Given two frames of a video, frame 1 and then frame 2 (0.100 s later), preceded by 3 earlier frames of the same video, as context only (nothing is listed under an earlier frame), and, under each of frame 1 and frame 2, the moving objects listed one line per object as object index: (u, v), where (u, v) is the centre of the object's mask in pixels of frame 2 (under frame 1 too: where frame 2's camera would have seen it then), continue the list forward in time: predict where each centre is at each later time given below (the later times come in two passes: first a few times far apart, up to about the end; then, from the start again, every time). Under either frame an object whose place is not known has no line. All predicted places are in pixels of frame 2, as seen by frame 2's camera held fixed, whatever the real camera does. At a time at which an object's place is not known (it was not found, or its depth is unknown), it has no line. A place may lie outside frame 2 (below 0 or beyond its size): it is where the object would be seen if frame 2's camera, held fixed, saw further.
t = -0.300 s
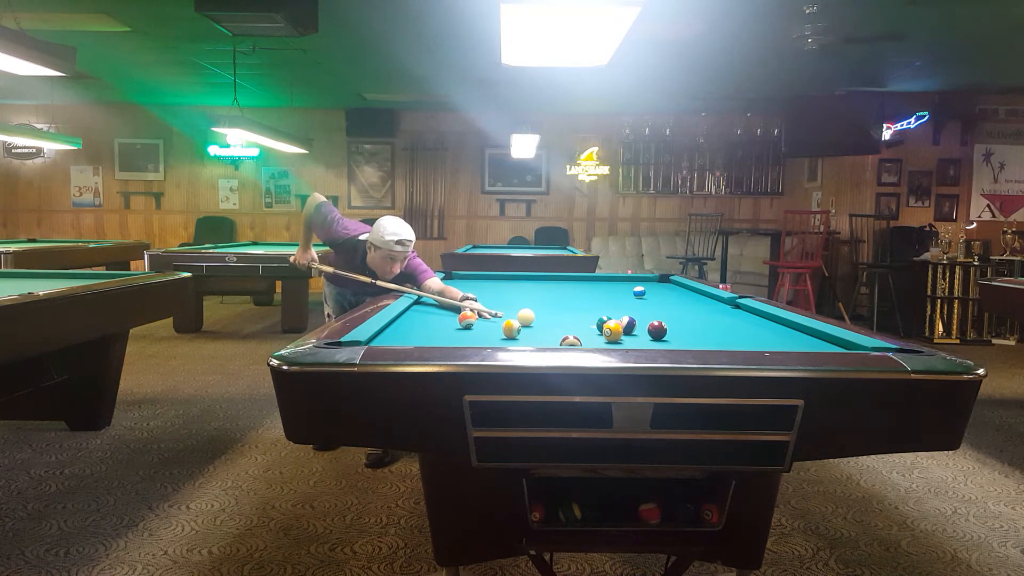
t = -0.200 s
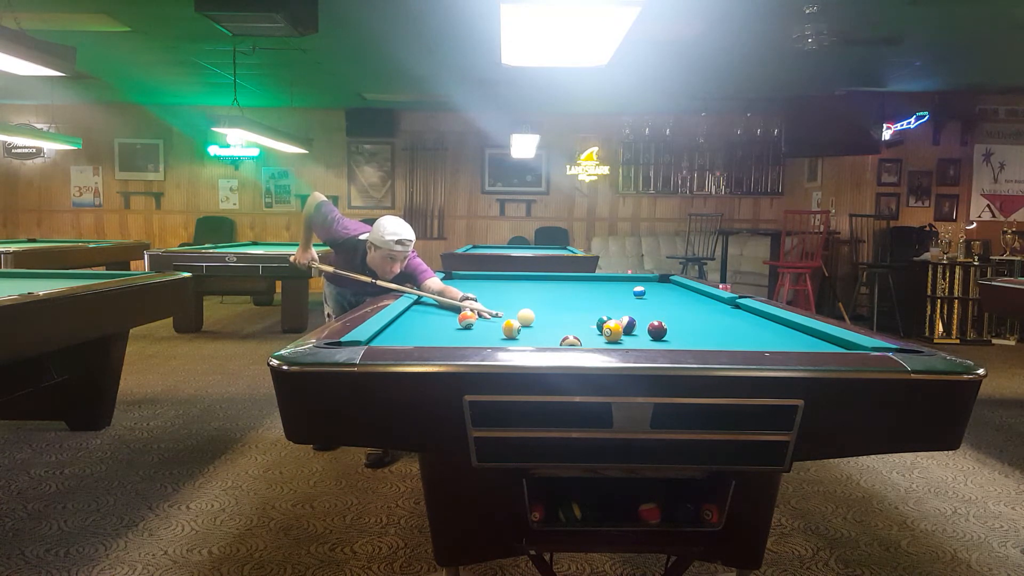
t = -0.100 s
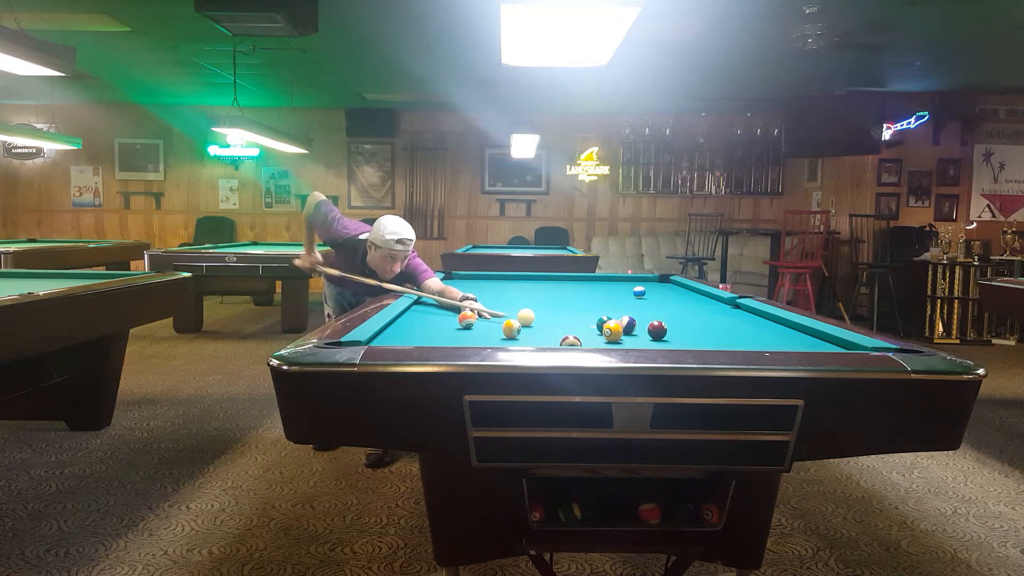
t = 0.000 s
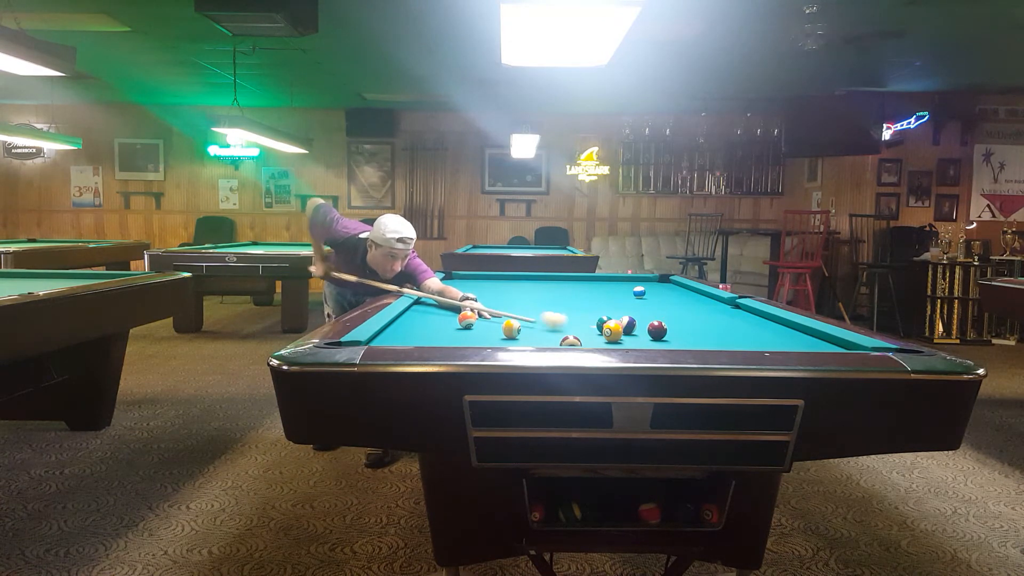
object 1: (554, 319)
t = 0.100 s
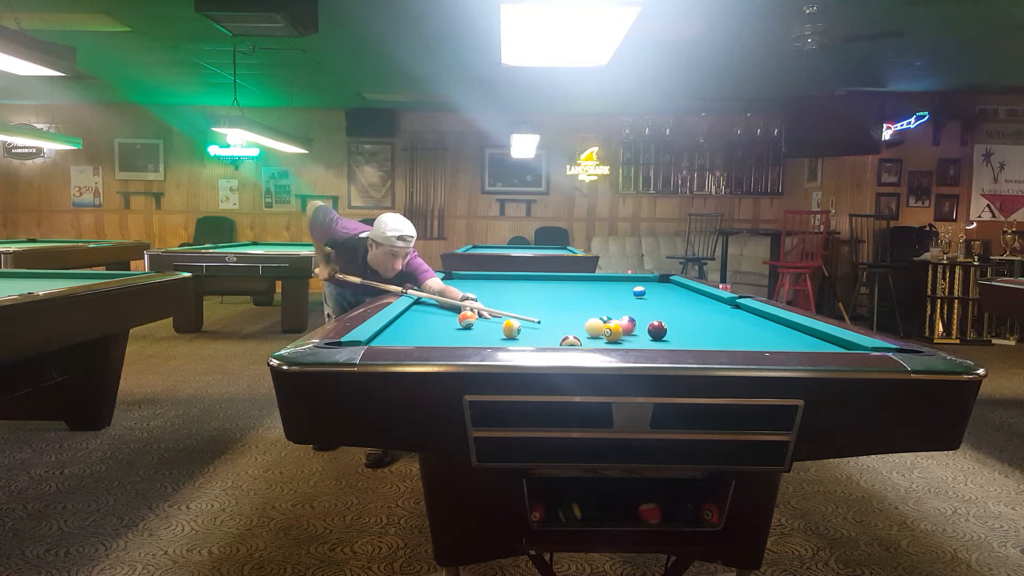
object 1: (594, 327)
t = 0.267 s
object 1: (590, 330)
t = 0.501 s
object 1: (584, 333)
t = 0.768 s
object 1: (577, 334)
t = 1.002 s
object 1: (567, 335)
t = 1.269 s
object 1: (557, 339)
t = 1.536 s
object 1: (551, 340)
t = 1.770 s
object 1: (545, 340)
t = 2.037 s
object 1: (540, 340)
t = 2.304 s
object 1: (537, 340)
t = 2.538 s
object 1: (536, 340)
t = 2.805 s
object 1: (536, 340)
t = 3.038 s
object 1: (536, 340)
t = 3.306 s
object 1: (536, 340)
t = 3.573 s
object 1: (536, 340)
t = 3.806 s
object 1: (536, 340)
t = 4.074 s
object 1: (536, 340)
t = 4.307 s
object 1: (536, 340)
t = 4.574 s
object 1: (536, 340)
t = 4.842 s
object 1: (536, 340)
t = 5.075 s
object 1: (536, 340)
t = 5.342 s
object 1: (536, 340)
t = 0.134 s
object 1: (594, 328)
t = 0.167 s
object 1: (593, 329)
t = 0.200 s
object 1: (592, 329)
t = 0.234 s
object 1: (591, 330)
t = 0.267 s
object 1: (590, 330)
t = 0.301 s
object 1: (589, 331)
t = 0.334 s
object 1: (588, 331)
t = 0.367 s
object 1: (587, 331)
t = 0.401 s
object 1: (586, 332)
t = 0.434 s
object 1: (585, 332)
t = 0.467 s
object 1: (585, 333)
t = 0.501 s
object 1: (584, 333)
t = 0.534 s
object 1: (583, 333)
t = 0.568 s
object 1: (582, 333)
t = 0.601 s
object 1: (582, 334)
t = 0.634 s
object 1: (580, 334)
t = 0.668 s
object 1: (580, 334)
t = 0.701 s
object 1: (579, 334)
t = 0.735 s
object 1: (578, 334)
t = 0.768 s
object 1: (577, 334)
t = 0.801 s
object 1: (576, 334)
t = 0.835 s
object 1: (575, 334)
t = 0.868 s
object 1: (574, 334)
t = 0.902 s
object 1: (572, 334)
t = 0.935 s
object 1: (571, 334)
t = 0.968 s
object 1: (570, 334)
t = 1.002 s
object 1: (567, 335)
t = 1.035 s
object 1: (564, 336)
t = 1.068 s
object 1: (563, 336)
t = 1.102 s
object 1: (562, 337)
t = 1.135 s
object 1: (561, 338)
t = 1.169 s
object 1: (559, 338)
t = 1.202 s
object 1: (559, 338)
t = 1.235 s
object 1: (558, 339)
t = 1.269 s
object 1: (557, 339)
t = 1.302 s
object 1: (556, 339)
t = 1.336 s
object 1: (556, 339)
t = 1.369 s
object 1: (555, 339)
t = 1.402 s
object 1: (554, 339)
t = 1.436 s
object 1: (553, 340)
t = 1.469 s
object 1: (552, 340)
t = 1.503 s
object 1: (551, 340)
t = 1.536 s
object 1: (551, 340)
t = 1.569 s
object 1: (550, 340)
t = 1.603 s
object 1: (549, 340)
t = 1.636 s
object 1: (548, 340)
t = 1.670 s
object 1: (547, 340)
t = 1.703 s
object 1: (546, 340)
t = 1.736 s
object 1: (545, 340)
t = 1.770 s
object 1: (545, 340)
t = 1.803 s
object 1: (544, 340)
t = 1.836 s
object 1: (543, 340)
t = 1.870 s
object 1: (543, 340)
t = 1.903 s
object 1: (542, 340)
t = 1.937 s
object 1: (542, 340)
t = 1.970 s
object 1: (541, 340)
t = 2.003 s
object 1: (541, 340)
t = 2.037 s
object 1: (540, 340)
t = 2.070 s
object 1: (539, 340)
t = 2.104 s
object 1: (539, 340)
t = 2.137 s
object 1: (539, 340)
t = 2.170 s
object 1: (539, 340)
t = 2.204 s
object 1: (538, 340)
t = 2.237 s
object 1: (538, 340)
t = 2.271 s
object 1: (537, 340)
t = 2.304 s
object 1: (537, 340)
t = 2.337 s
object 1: (537, 340)
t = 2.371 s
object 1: (537, 340)
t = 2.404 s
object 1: (536, 340)
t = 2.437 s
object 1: (536, 340)
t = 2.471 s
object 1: (536, 340)
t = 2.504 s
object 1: (536, 340)
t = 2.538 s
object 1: (536, 340)
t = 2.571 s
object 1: (536, 340)
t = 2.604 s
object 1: (536, 340)
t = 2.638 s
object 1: (536, 340)
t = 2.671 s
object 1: (536, 340)
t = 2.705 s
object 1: (536, 340)
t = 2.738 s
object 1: (536, 340)
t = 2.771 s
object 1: (536, 340)
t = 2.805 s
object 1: (536, 340)
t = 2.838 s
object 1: (536, 340)
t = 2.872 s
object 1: (536, 340)
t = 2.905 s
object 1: (536, 340)
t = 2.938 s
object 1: (536, 340)
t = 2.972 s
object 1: (536, 340)
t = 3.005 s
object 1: (536, 340)
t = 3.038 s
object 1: (536, 340)
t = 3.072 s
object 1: (536, 340)
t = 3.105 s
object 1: (536, 340)
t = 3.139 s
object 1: (536, 340)
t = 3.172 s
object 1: (536, 340)
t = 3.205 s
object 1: (536, 340)
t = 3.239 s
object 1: (536, 340)
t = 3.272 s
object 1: (536, 340)
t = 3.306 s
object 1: (536, 340)
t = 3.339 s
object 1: (536, 340)
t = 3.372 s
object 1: (536, 340)
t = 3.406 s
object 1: (536, 340)
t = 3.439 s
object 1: (536, 340)
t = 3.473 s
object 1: (536, 340)
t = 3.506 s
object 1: (536, 340)
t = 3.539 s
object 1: (536, 340)
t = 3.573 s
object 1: (536, 340)
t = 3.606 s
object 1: (536, 340)
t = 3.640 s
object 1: (536, 340)
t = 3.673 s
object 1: (536, 340)
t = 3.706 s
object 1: (536, 340)
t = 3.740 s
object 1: (536, 340)
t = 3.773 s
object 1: (536, 340)
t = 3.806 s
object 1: (536, 340)
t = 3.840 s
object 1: (536, 340)
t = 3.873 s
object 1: (536, 340)
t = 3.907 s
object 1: (536, 340)
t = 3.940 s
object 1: (536, 340)
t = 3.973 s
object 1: (536, 340)
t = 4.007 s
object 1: (536, 340)
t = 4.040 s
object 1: (536, 340)
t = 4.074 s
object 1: (536, 340)
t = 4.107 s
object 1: (536, 340)
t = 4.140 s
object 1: (536, 340)
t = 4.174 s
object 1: (536, 340)
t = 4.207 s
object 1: (536, 340)
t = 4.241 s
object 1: (536, 340)
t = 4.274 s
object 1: (536, 340)
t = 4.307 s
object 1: (536, 340)
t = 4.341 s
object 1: (536, 340)
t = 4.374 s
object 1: (536, 340)
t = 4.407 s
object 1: (536, 340)
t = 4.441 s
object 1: (536, 340)
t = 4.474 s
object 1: (536, 340)
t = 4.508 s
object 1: (536, 340)
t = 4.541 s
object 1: (536, 340)
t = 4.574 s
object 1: (536, 340)
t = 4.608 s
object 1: (536, 340)
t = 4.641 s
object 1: (536, 340)
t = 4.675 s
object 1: (536, 340)
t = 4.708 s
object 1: (536, 340)
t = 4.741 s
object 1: (536, 340)
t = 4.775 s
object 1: (536, 340)
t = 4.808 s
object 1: (536, 340)
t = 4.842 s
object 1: (536, 340)
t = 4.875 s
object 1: (536, 340)
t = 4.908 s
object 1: (536, 340)
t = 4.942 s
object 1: (536, 340)
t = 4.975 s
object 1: (536, 340)
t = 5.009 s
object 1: (536, 340)
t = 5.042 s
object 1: (536, 340)
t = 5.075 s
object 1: (536, 340)
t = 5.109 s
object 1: (536, 340)
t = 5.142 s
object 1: (536, 340)
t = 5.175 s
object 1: (536, 340)
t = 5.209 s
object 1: (536, 340)
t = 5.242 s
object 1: (536, 340)
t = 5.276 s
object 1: (536, 340)
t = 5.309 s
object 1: (536, 340)
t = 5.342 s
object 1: (536, 340)
